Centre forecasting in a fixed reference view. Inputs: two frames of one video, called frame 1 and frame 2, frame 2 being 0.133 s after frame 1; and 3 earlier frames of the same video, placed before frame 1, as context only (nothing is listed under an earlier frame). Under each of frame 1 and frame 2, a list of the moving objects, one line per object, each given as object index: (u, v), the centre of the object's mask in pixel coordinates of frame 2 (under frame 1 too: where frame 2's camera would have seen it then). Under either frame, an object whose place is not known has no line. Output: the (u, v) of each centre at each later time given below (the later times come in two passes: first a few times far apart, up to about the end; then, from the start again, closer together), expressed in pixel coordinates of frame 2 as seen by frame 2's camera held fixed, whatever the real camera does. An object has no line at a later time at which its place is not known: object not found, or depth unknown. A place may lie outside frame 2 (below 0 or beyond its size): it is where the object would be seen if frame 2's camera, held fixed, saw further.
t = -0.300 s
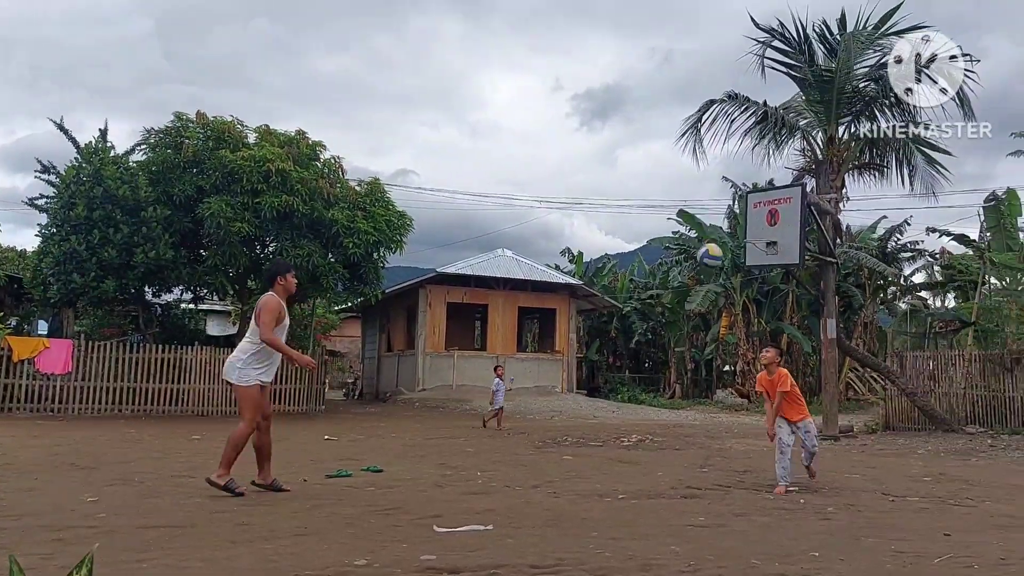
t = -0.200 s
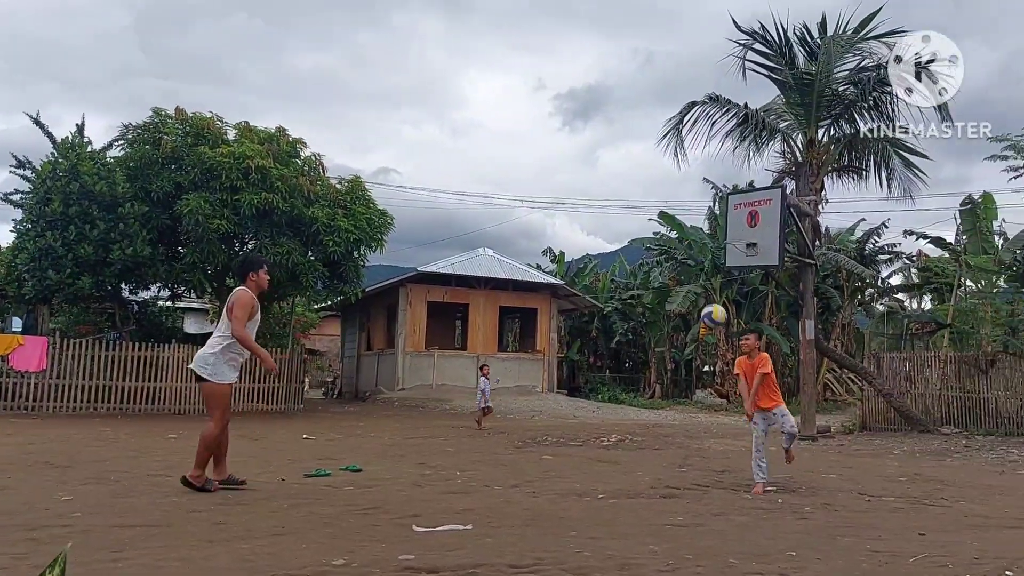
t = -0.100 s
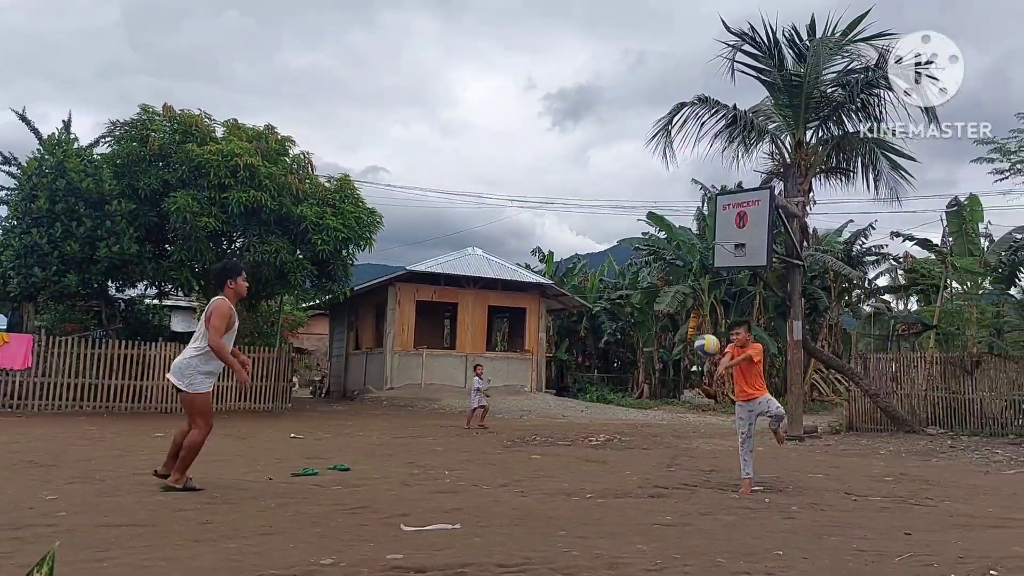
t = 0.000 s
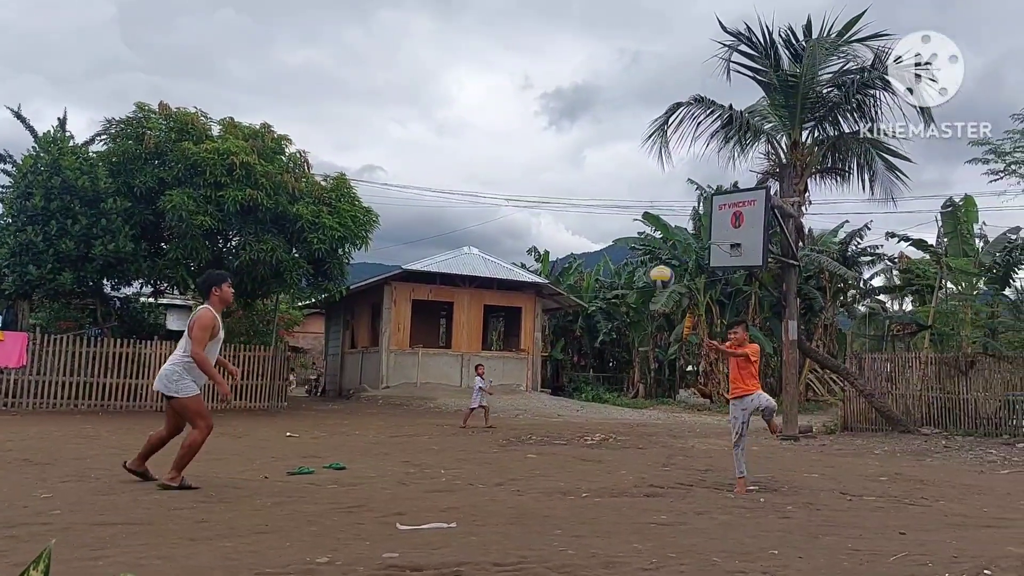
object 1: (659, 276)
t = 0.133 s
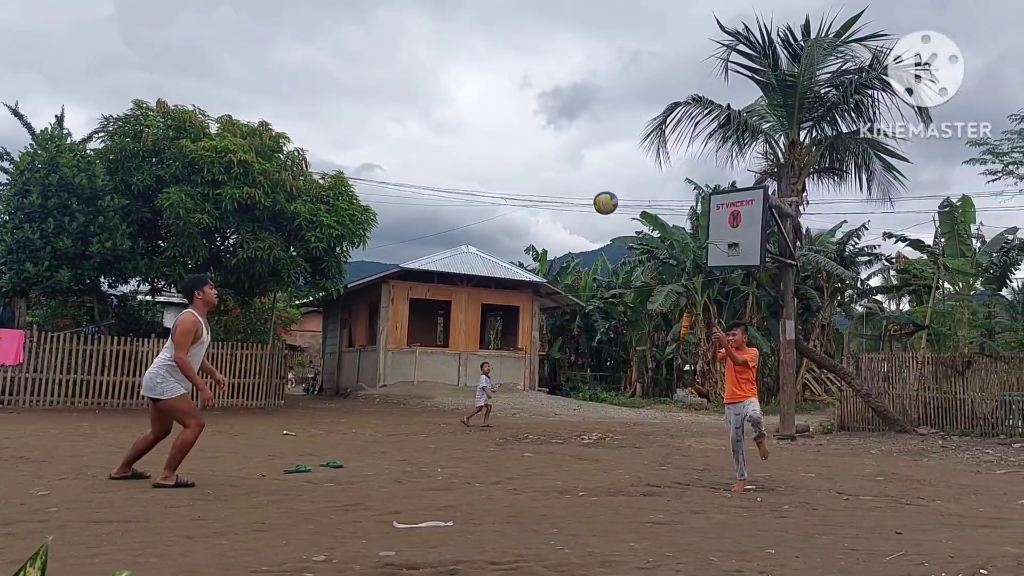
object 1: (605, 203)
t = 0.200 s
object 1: (578, 172)
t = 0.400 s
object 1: (494, 111)
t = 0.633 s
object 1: (389, 95)
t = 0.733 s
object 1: (341, 108)
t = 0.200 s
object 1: (578, 172)
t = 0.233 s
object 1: (564, 159)
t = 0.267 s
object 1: (551, 147)
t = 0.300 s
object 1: (537, 136)
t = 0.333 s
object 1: (523, 126)
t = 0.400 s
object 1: (494, 111)
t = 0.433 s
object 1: (480, 105)
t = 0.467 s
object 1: (465, 100)
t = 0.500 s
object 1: (450, 96)
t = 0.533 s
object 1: (435, 94)
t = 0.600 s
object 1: (405, 93)
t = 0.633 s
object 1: (389, 95)
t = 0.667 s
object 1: (373, 98)
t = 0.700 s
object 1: (357, 102)
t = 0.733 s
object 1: (341, 108)
